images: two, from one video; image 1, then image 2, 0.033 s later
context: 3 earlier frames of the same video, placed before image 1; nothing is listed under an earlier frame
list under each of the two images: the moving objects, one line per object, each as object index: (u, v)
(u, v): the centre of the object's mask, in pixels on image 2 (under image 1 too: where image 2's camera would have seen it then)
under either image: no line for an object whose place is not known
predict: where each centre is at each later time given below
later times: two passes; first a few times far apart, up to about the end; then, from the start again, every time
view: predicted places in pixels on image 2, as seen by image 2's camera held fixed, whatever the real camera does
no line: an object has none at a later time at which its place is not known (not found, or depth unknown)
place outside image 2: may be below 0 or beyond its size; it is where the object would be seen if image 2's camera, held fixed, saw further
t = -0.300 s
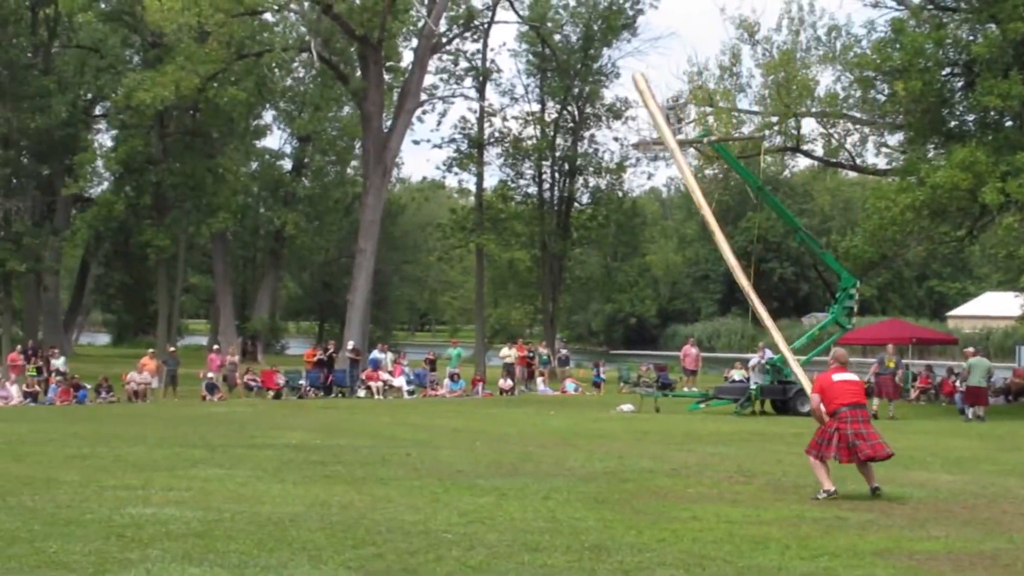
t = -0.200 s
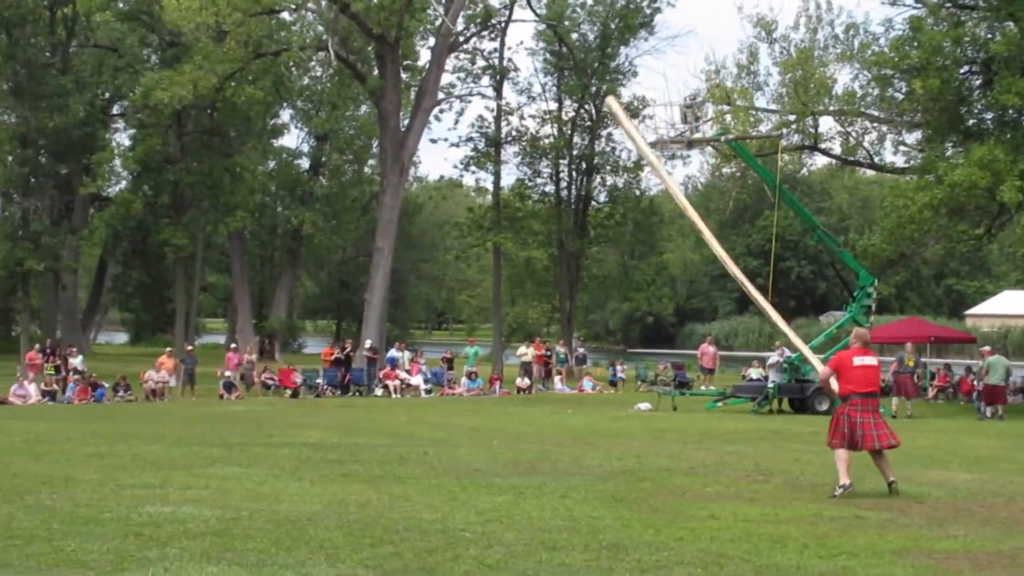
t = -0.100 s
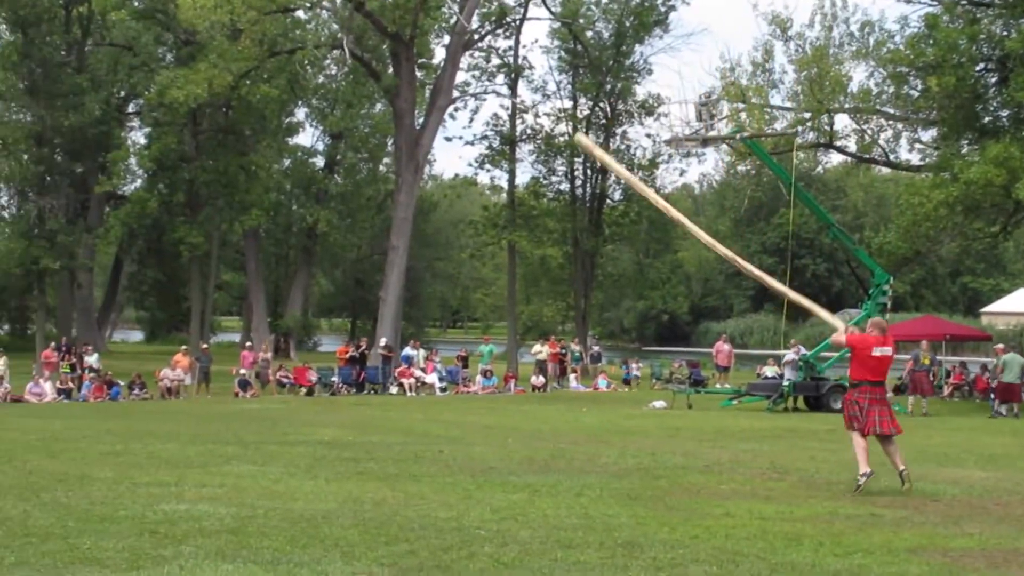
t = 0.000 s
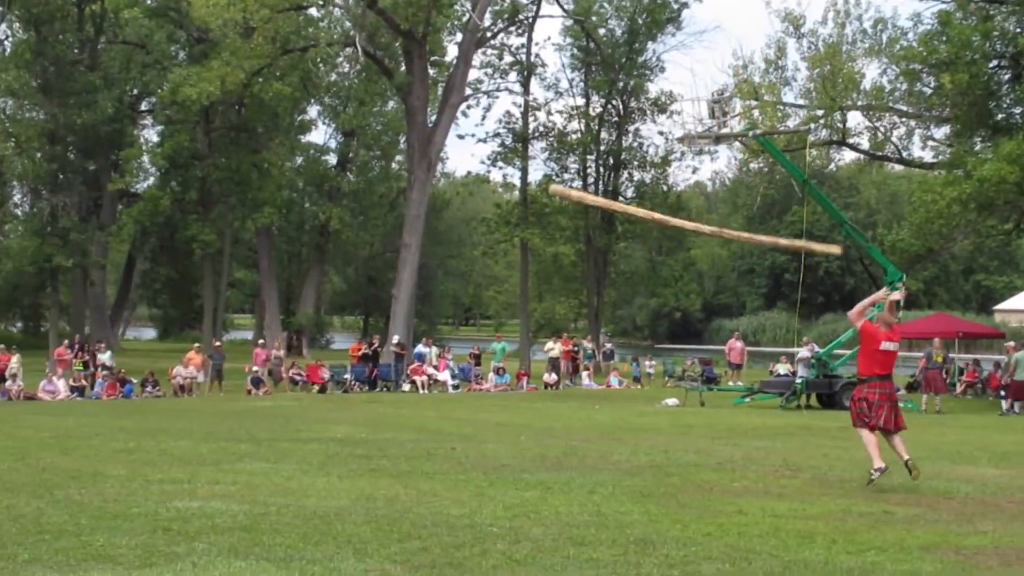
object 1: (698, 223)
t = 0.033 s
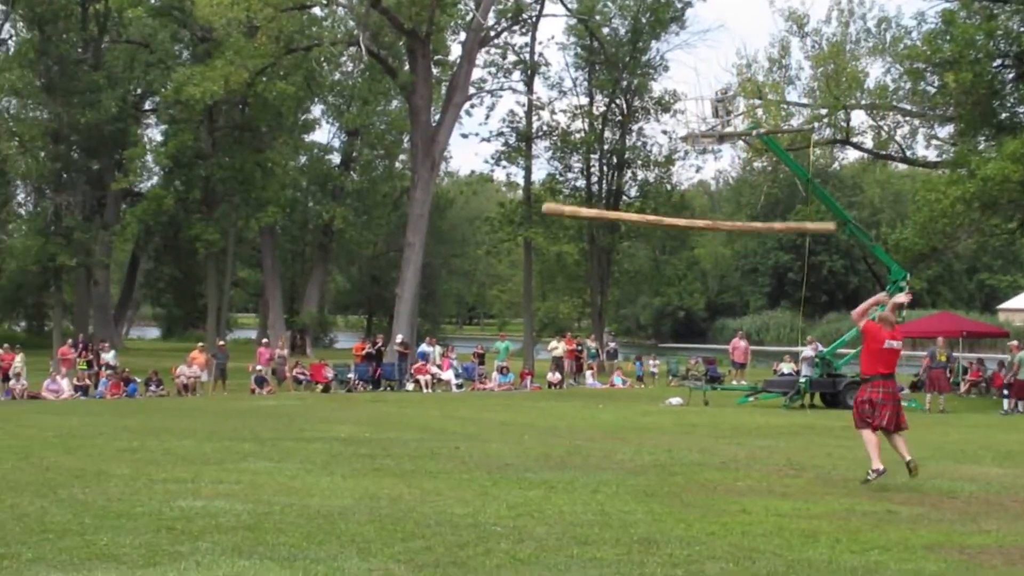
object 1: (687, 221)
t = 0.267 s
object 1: (602, 246)
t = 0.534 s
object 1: (532, 276)
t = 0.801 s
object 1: (492, 264)
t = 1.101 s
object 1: (450, 281)
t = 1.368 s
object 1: (416, 308)
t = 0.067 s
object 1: (677, 220)
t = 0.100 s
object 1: (664, 221)
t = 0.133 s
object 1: (654, 222)
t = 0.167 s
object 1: (638, 227)
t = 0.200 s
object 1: (624, 234)
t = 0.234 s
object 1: (609, 243)
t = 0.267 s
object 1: (602, 246)
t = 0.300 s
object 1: (591, 255)
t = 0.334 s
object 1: (579, 265)
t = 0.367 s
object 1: (570, 272)
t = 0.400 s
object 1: (559, 282)
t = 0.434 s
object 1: (550, 289)
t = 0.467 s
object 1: (543, 287)
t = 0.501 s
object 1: (538, 281)
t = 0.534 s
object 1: (532, 276)
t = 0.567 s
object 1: (527, 272)
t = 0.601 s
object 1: (523, 265)
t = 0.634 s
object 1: (517, 263)
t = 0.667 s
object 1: (512, 261)
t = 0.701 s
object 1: (508, 257)
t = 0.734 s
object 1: (502, 261)
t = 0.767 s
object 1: (497, 262)
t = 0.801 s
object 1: (492, 264)
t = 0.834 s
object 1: (487, 267)
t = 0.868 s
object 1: (482, 273)
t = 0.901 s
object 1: (477, 271)
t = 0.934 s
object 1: (472, 273)
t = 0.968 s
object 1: (468, 274)
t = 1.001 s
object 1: (463, 277)
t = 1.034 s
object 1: (459, 277)
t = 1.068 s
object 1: (455, 282)
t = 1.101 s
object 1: (450, 281)
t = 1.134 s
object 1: (446, 282)
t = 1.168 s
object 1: (442, 286)
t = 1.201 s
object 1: (438, 288)
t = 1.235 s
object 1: (433, 290)
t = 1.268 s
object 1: (429, 294)
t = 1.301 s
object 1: (425, 298)
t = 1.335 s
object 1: (421, 304)
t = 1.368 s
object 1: (416, 308)
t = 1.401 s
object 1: (410, 311)
